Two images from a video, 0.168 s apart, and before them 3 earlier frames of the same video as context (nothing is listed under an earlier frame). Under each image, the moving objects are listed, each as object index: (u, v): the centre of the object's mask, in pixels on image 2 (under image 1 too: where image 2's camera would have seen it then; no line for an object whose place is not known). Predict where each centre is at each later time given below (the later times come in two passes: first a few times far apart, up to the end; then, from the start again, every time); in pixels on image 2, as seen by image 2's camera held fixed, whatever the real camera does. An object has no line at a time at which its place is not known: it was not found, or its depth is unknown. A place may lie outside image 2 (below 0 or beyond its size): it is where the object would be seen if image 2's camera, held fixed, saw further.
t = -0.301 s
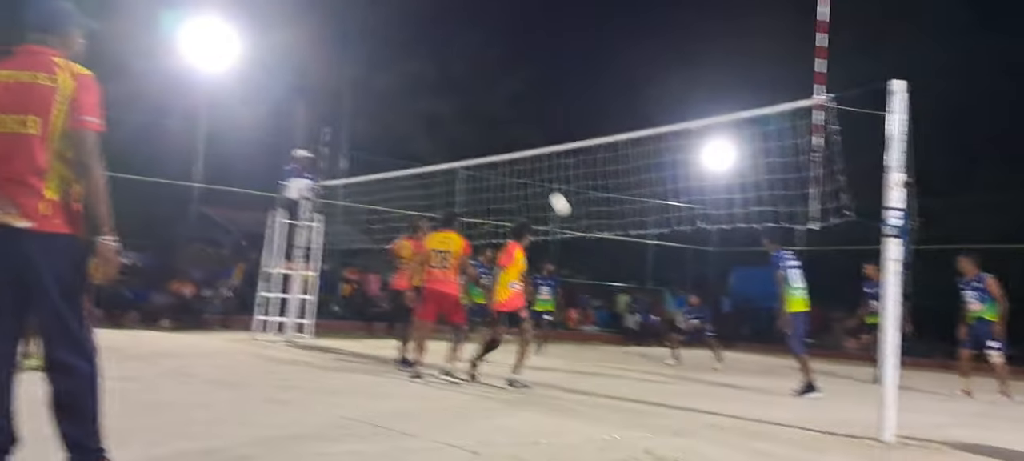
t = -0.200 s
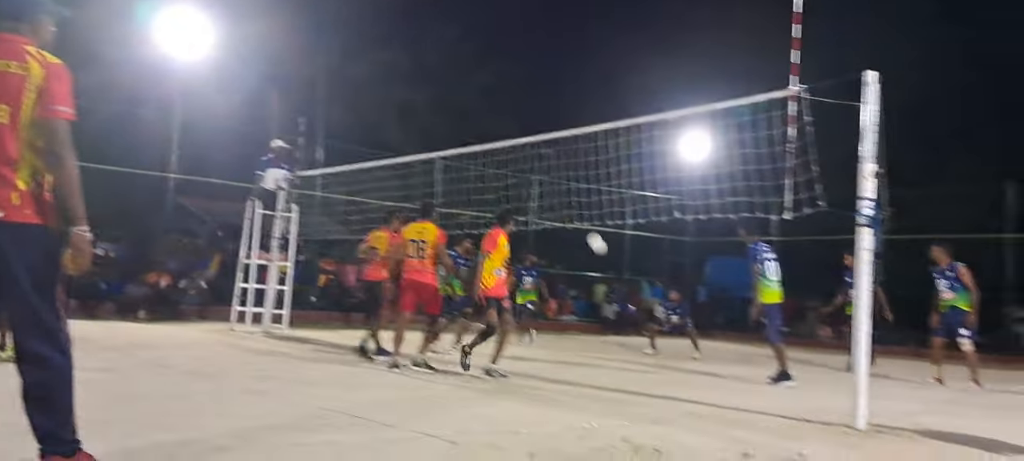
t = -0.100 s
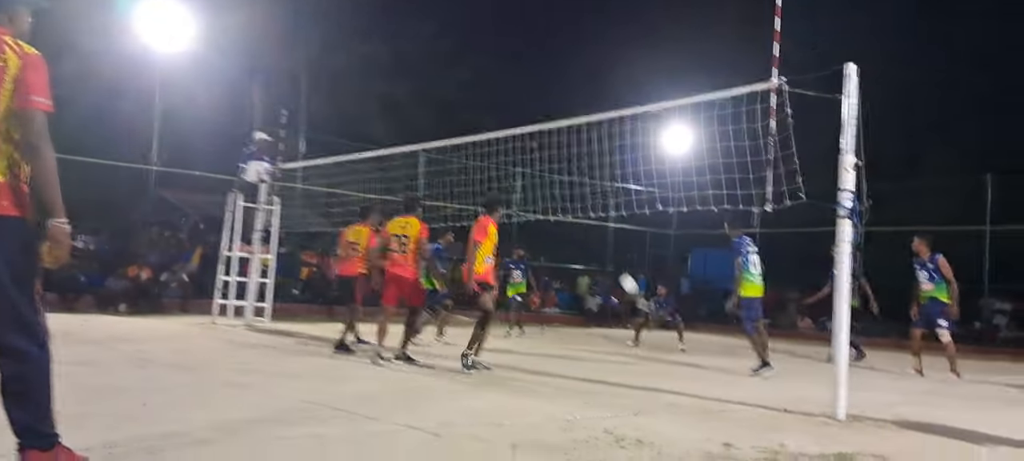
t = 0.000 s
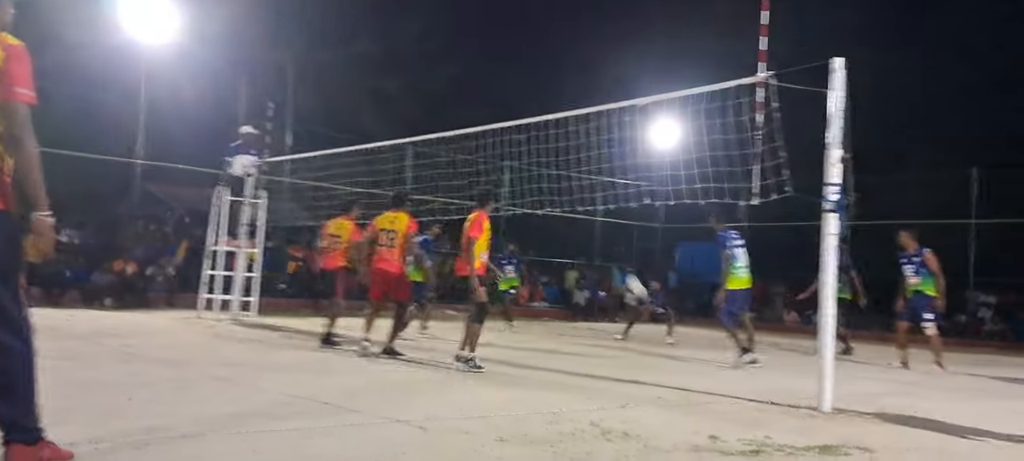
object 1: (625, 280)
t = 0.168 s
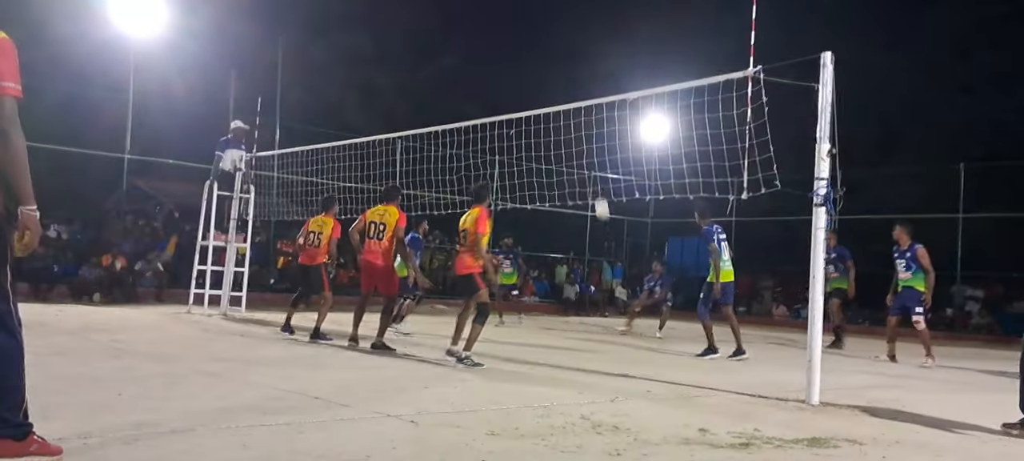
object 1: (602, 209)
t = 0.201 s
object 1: (596, 195)
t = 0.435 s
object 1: (558, 121)
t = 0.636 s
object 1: (521, 80)
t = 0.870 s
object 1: (470, 64)
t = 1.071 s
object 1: (424, 79)
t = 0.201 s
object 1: (596, 195)
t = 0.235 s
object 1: (591, 183)
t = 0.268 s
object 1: (586, 171)
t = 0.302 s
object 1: (581, 160)
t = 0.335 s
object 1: (575, 150)
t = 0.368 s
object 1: (570, 140)
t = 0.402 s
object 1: (563, 129)
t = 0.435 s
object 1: (558, 121)
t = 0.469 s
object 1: (552, 113)
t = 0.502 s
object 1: (546, 103)
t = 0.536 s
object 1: (540, 98)
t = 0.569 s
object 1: (534, 91)
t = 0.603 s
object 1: (527, 85)
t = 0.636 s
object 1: (521, 80)
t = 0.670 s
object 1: (514, 76)
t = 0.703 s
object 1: (506, 71)
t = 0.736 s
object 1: (499, 68)
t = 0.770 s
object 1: (492, 66)
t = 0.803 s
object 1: (485, 65)
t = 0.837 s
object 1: (478, 64)
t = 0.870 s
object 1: (470, 64)
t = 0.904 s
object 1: (463, 64)
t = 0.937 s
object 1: (455, 66)
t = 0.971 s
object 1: (448, 68)
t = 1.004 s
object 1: (440, 71)
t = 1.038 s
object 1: (432, 75)
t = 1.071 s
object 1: (424, 79)
